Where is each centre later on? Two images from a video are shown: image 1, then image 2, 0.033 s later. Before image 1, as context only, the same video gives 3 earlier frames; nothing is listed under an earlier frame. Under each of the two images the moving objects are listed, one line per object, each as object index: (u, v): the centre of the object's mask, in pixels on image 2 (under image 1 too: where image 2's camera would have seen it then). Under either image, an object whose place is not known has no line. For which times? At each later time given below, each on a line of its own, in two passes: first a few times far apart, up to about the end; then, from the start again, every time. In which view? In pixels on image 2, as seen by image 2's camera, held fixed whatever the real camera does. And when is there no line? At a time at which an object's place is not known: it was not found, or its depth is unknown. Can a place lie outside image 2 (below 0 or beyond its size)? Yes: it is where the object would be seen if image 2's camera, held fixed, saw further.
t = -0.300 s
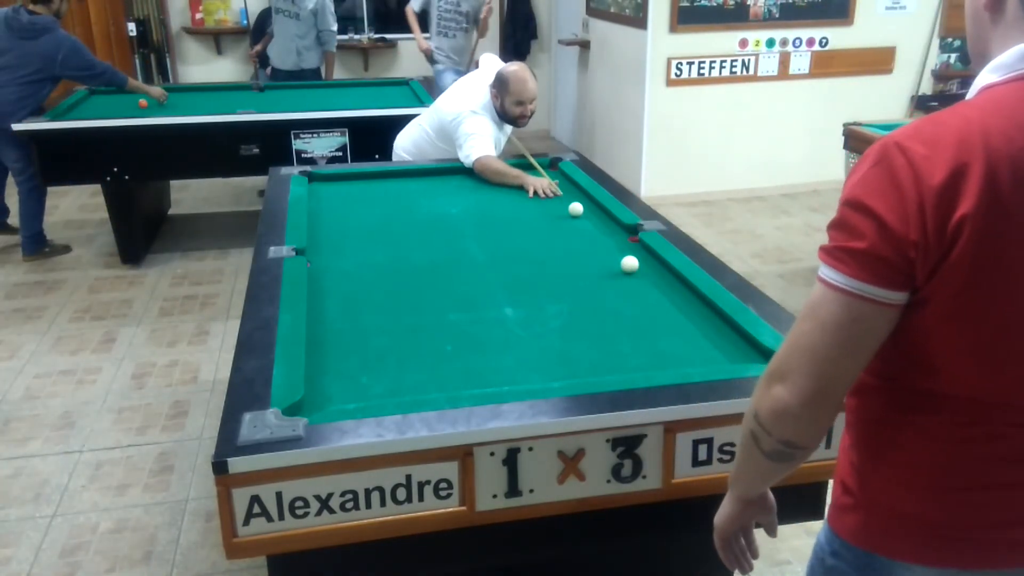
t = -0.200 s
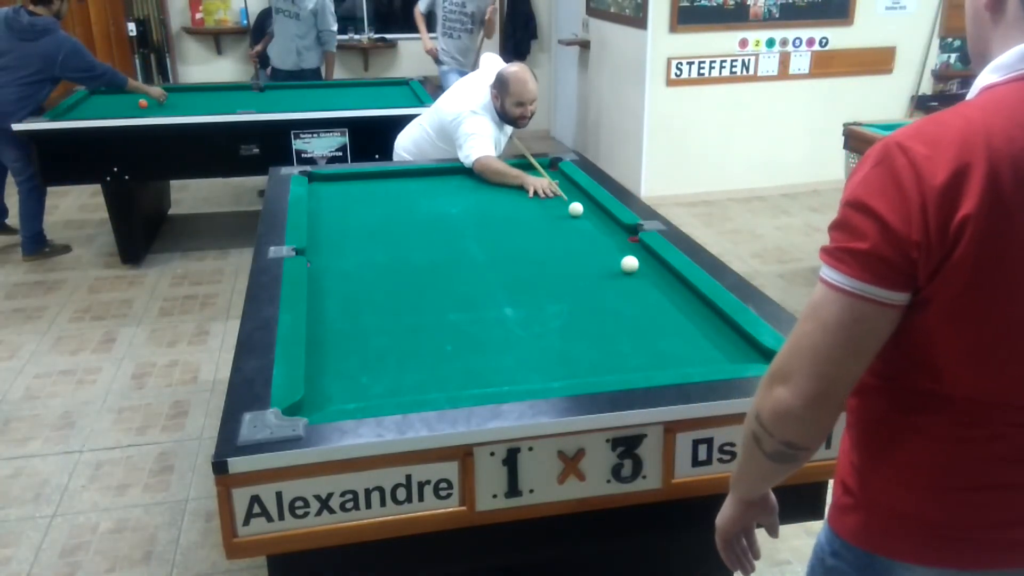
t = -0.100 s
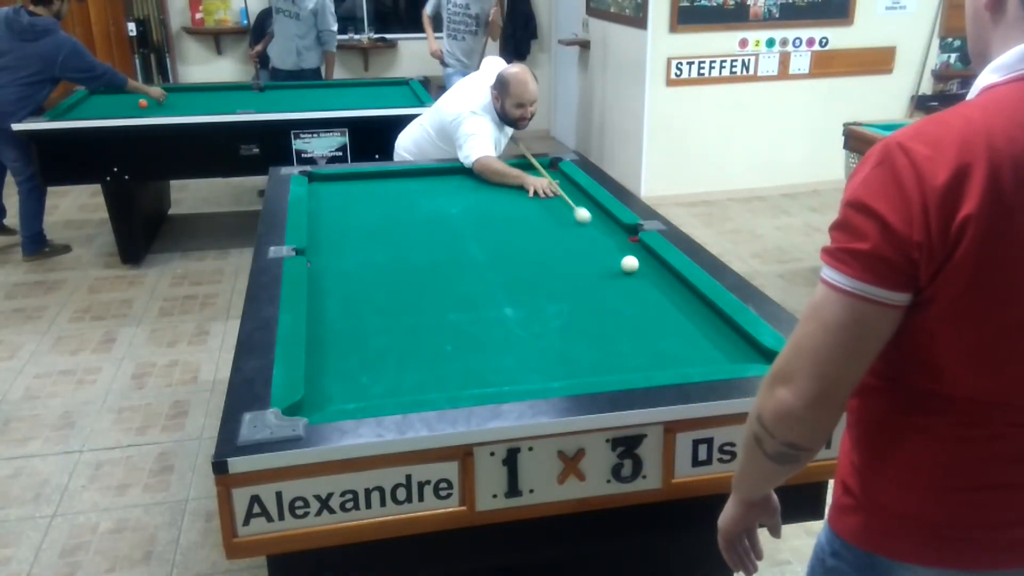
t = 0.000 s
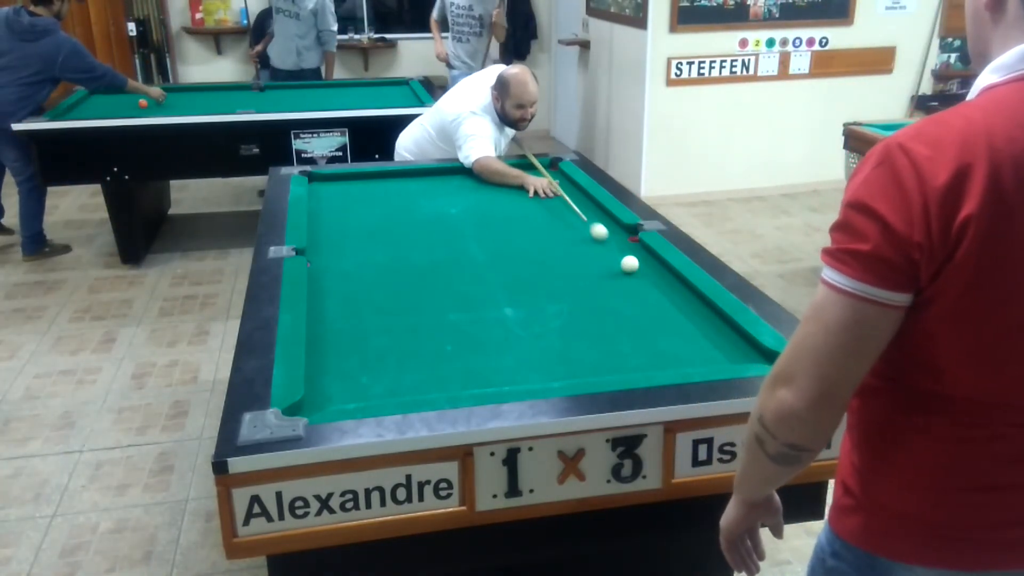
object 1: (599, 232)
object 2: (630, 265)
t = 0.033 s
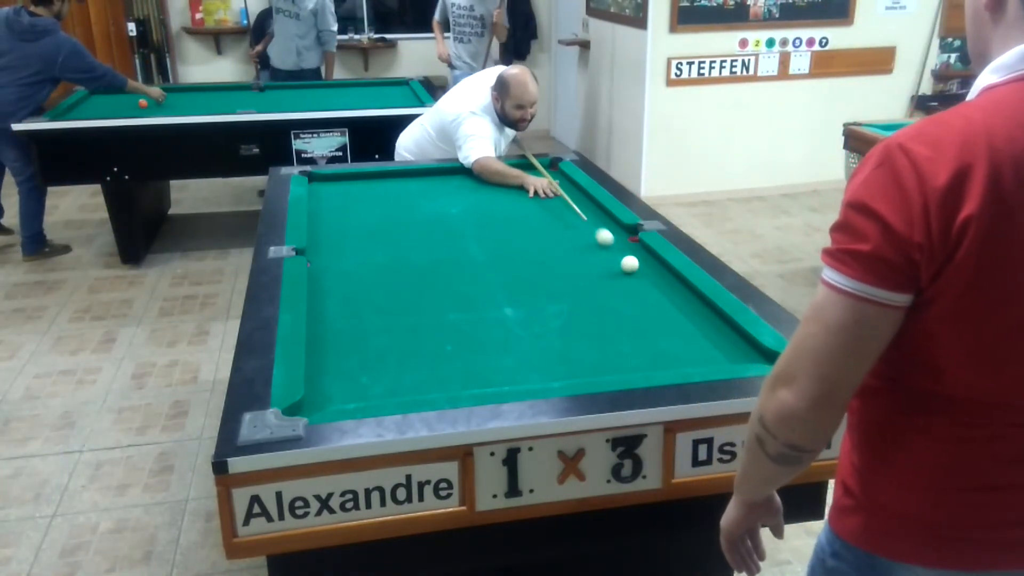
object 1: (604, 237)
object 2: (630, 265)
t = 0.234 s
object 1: (629, 260)
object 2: (642, 279)
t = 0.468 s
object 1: (645, 270)
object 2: (673, 318)
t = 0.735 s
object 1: (665, 282)
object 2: (707, 360)
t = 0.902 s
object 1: (677, 290)
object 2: (683, 343)
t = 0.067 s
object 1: (610, 243)
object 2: (630, 265)
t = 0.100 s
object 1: (616, 249)
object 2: (630, 265)
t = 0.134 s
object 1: (620, 253)
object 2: (630, 265)
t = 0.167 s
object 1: (625, 257)
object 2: (633, 267)
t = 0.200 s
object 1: (627, 258)
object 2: (637, 273)
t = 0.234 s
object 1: (629, 260)
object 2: (642, 279)
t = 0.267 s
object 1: (631, 261)
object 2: (647, 285)
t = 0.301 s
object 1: (633, 262)
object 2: (651, 291)
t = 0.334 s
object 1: (635, 263)
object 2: (655, 297)
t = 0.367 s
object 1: (638, 265)
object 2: (660, 301)
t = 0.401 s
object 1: (640, 266)
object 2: (664, 307)
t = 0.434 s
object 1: (643, 268)
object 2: (668, 312)
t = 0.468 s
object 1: (645, 270)
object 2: (673, 318)
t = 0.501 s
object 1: (648, 271)
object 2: (677, 324)
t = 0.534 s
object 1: (650, 273)
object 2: (682, 330)
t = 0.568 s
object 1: (652, 274)
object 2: (687, 336)
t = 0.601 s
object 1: (655, 276)
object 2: (692, 342)
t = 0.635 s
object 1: (657, 277)
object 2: (697, 348)
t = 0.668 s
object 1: (660, 279)
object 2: (702, 355)
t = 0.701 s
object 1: (662, 281)
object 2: (707, 359)
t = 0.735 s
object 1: (665, 282)
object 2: (707, 360)
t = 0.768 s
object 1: (667, 284)
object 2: (701, 357)
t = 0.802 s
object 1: (669, 285)
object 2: (696, 354)
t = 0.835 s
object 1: (672, 287)
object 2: (692, 349)
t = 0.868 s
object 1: (674, 288)
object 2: (687, 346)
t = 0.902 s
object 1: (677, 290)
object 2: (683, 343)
